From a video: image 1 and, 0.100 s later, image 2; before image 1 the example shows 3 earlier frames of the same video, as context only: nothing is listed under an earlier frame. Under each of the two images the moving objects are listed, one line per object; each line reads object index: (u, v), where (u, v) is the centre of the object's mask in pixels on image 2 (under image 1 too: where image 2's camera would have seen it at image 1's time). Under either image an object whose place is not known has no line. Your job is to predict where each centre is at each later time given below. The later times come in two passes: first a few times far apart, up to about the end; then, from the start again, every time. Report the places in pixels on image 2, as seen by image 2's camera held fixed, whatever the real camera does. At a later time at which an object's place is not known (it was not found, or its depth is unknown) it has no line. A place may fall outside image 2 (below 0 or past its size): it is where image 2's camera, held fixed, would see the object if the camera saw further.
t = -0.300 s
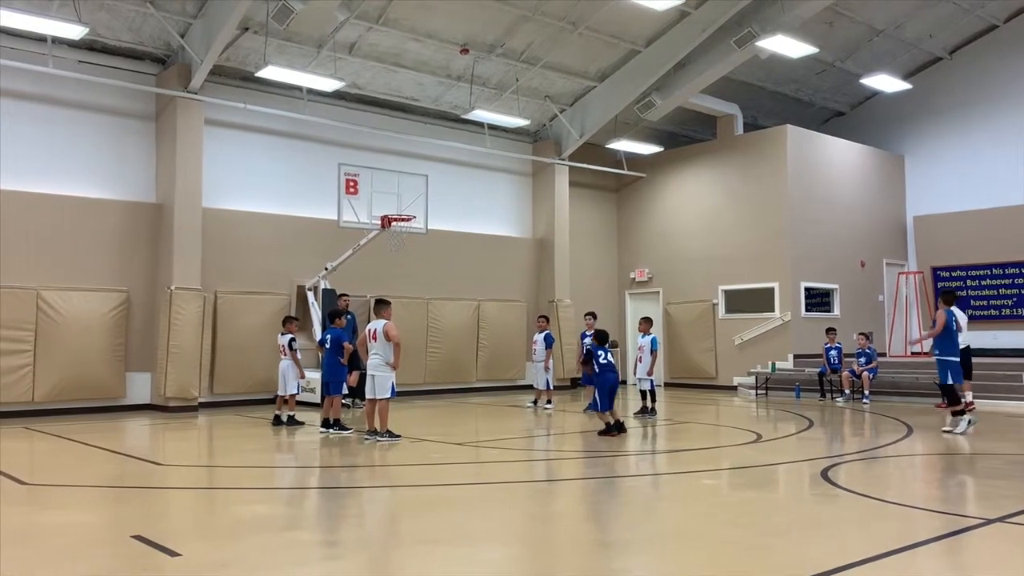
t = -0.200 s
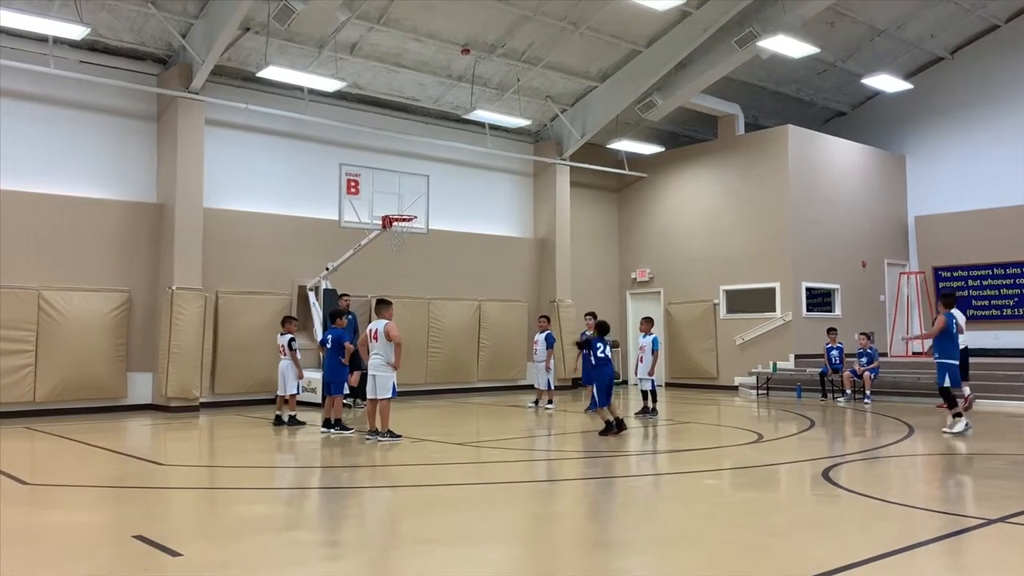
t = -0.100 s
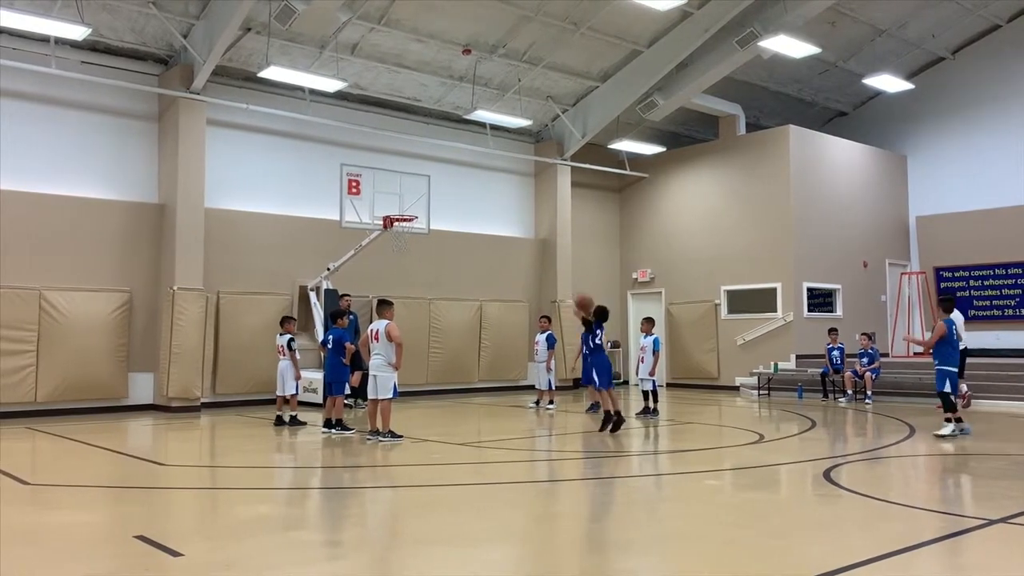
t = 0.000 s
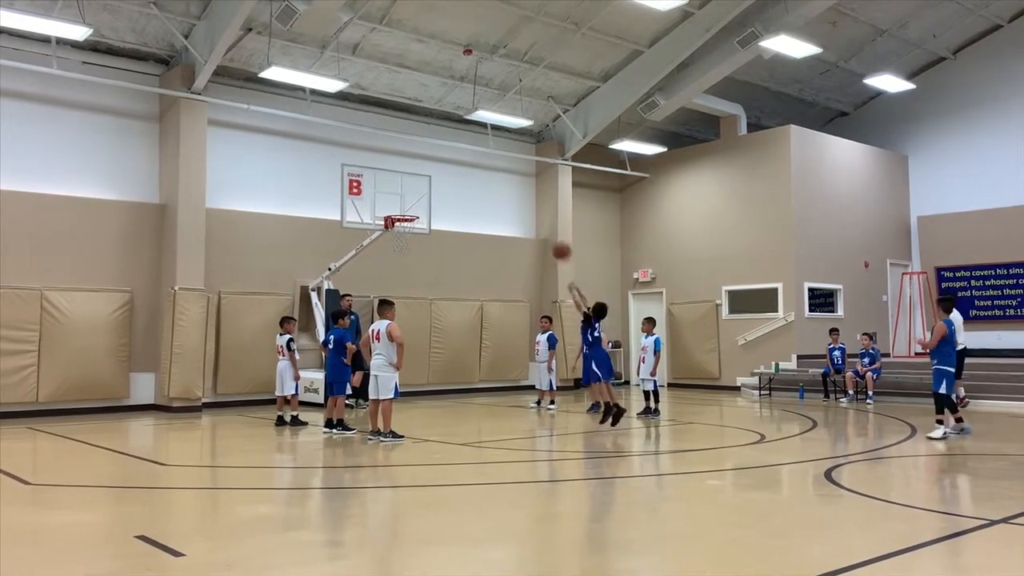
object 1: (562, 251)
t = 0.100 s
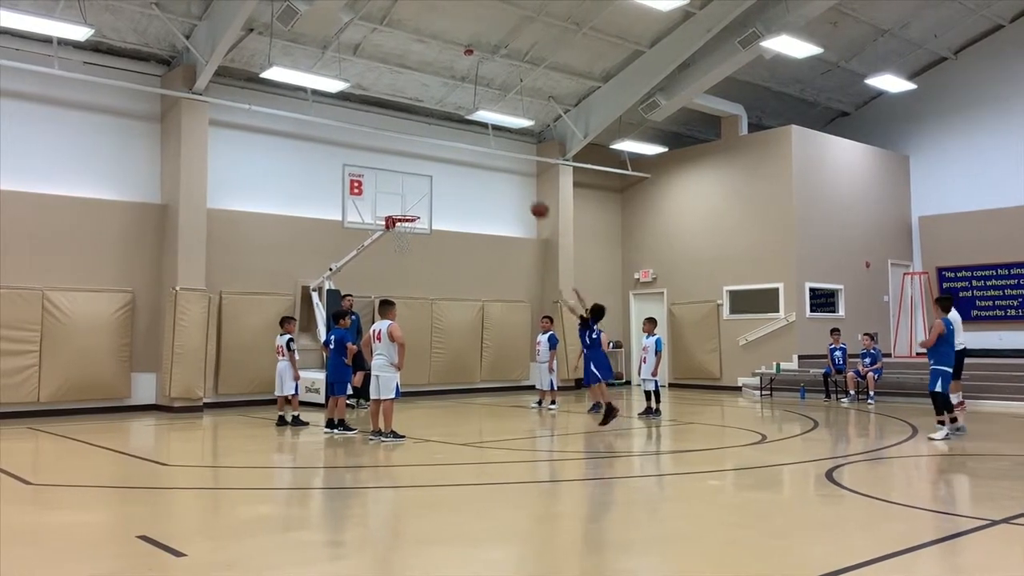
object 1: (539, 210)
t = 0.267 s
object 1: (506, 162)
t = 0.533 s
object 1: (459, 138)
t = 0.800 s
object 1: (419, 164)
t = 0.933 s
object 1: (402, 194)
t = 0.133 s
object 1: (532, 198)
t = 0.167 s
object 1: (526, 187)
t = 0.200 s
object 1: (519, 178)
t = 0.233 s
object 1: (512, 169)
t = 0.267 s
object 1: (506, 162)
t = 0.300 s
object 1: (500, 156)
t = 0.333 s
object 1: (493, 151)
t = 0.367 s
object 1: (488, 147)
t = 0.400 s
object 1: (482, 143)
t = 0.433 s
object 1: (475, 141)
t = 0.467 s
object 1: (470, 139)
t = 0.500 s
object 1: (464, 138)
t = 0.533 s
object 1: (459, 138)
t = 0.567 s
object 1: (454, 139)
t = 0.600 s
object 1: (448, 140)
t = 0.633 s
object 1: (444, 142)
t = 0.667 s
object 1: (439, 145)
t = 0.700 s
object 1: (434, 149)
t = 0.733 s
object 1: (429, 153)
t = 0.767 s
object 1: (424, 158)
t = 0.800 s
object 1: (419, 164)
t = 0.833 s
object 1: (415, 171)
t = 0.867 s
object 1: (410, 178)
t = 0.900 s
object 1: (406, 185)
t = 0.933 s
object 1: (402, 194)
